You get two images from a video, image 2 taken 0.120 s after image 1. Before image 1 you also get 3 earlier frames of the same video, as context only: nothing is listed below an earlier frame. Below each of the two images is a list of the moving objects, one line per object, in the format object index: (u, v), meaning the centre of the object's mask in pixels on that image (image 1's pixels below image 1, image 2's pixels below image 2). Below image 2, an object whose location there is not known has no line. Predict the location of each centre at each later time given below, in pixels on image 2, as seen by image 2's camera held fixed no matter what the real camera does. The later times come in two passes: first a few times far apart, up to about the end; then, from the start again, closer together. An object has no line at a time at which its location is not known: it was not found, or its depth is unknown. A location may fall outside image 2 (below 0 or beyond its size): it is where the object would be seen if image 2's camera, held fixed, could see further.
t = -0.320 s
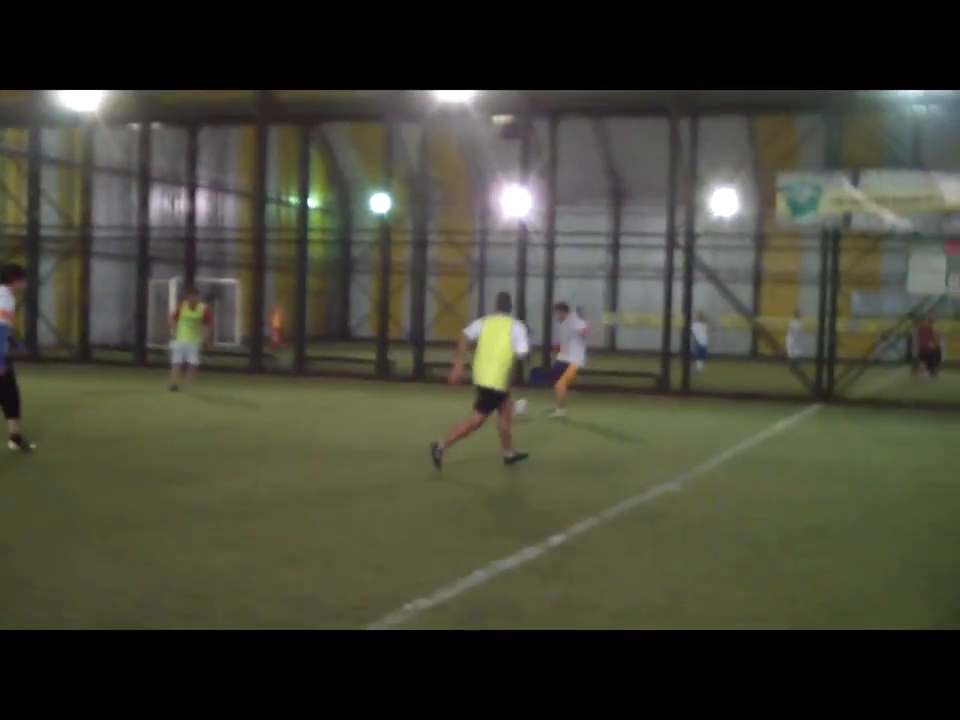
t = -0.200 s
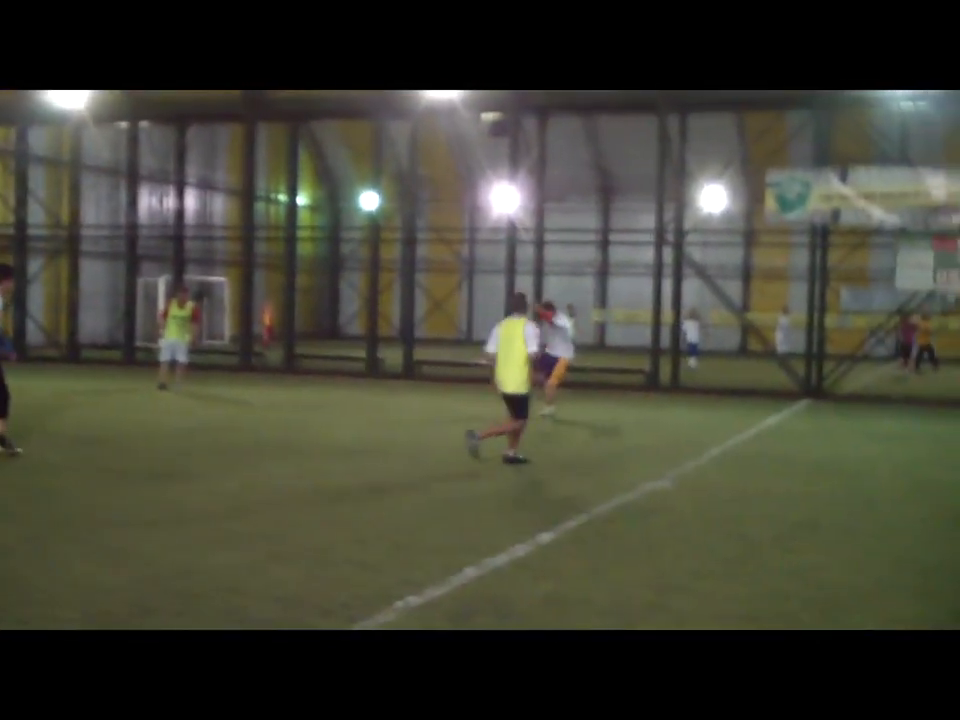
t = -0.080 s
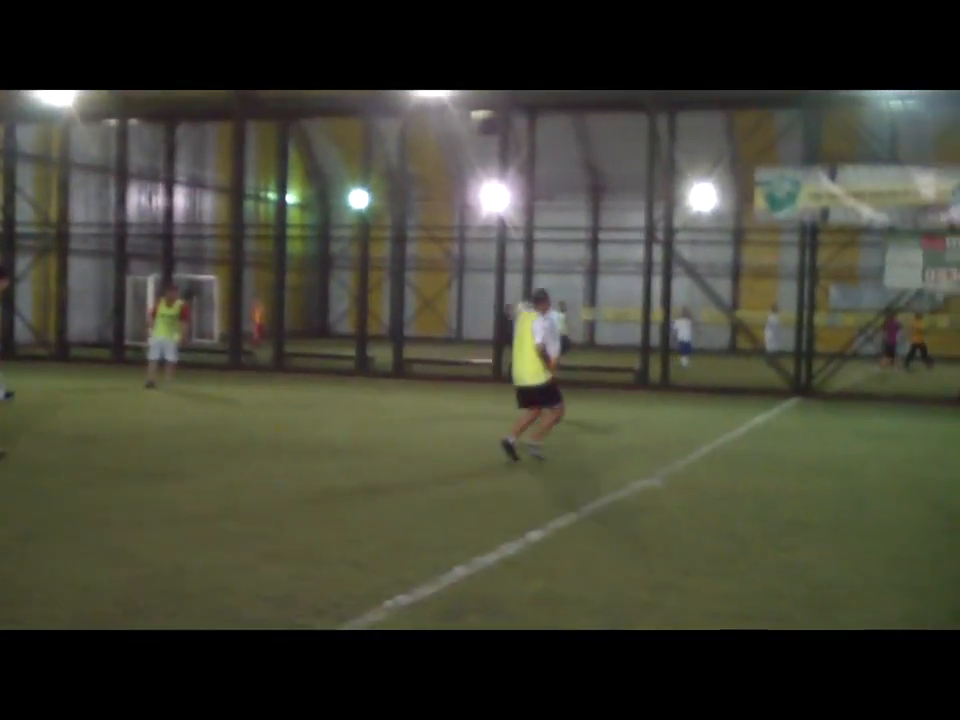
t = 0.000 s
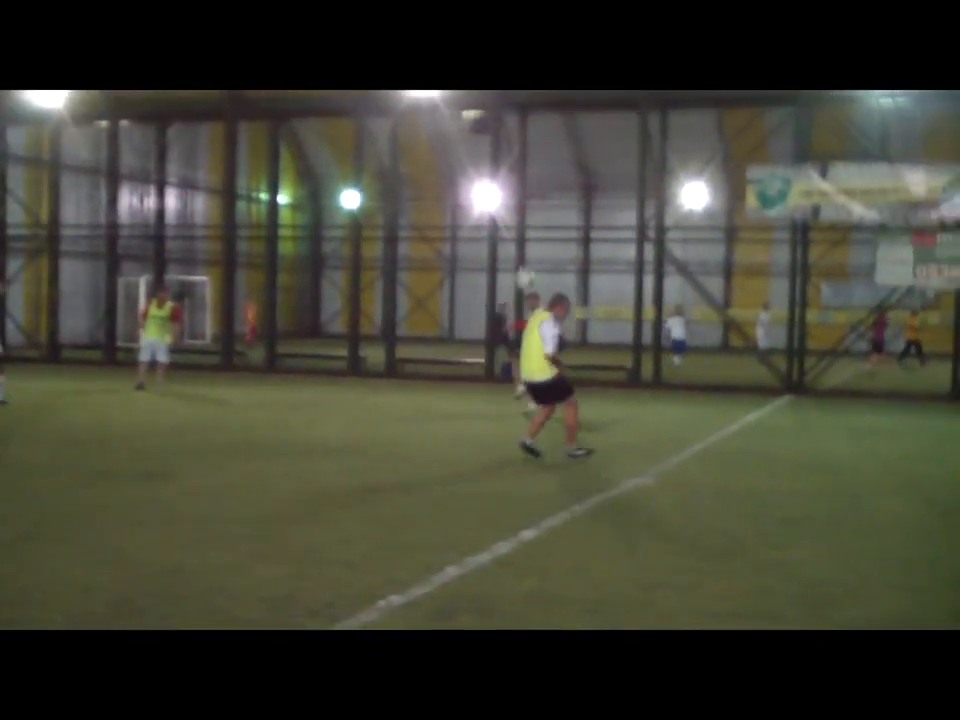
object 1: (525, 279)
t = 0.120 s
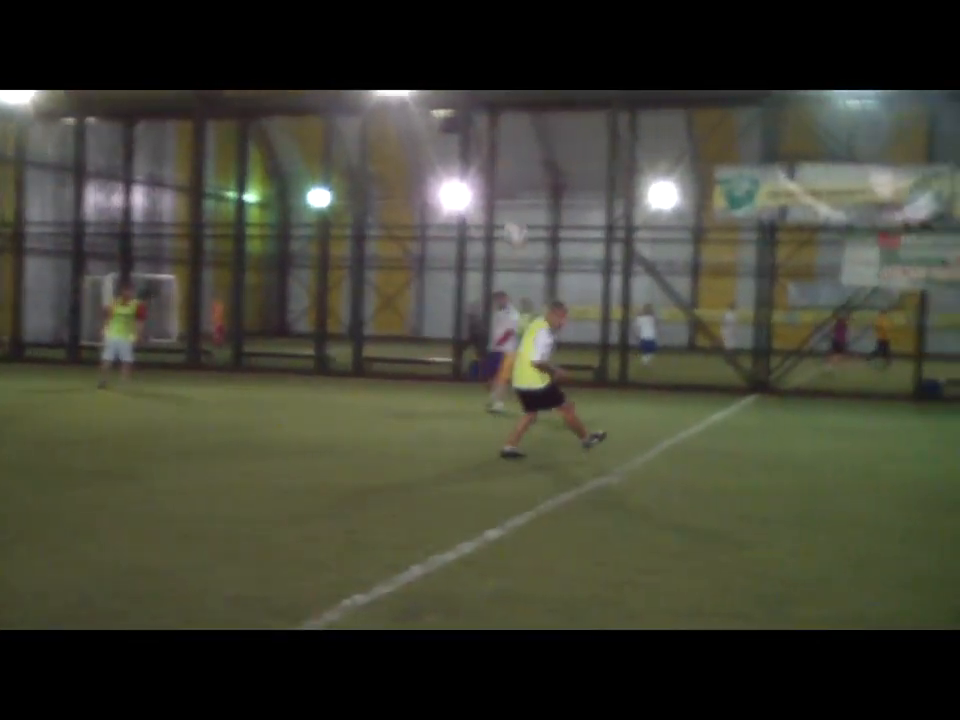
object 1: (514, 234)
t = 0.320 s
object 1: (572, 175)
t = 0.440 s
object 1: (628, 156)
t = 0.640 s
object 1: (782, 176)
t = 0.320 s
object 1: (572, 175)
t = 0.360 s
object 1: (589, 167)
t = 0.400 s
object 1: (607, 161)
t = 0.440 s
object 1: (628, 156)
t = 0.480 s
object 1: (652, 152)
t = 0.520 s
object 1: (679, 154)
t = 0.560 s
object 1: (710, 157)
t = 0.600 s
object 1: (744, 165)
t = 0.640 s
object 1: (782, 176)
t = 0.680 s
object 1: (828, 193)
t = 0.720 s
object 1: (883, 218)
